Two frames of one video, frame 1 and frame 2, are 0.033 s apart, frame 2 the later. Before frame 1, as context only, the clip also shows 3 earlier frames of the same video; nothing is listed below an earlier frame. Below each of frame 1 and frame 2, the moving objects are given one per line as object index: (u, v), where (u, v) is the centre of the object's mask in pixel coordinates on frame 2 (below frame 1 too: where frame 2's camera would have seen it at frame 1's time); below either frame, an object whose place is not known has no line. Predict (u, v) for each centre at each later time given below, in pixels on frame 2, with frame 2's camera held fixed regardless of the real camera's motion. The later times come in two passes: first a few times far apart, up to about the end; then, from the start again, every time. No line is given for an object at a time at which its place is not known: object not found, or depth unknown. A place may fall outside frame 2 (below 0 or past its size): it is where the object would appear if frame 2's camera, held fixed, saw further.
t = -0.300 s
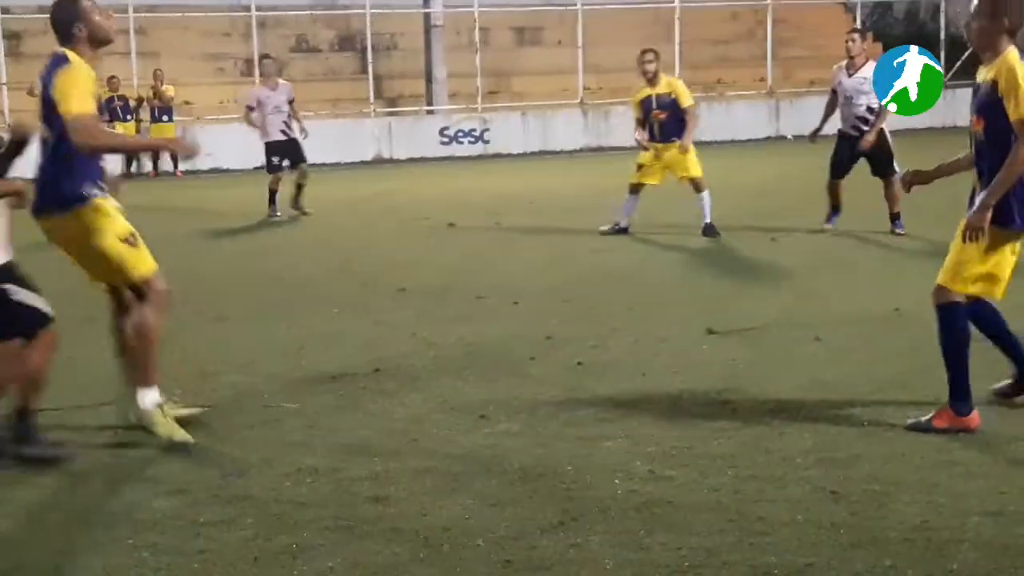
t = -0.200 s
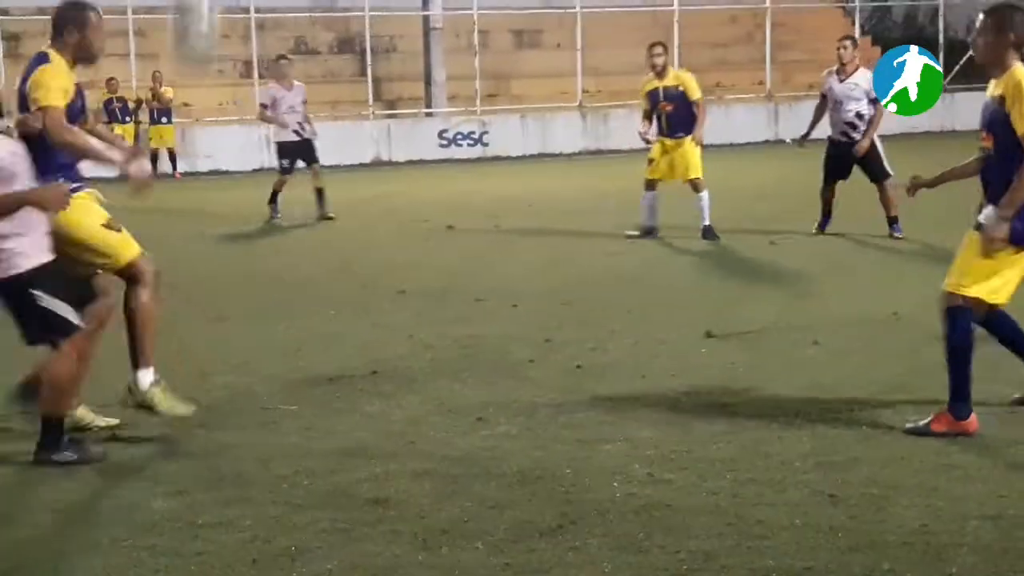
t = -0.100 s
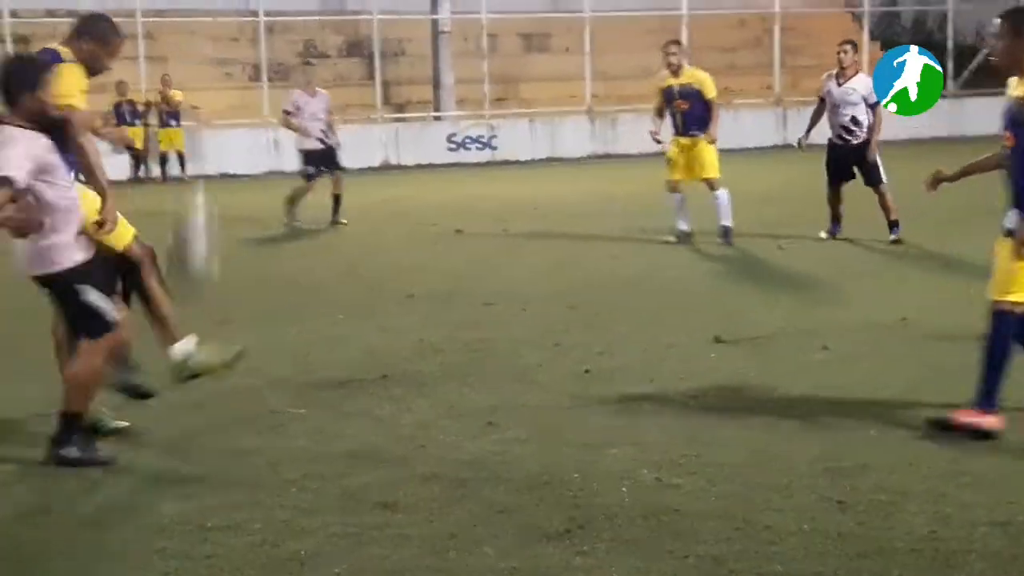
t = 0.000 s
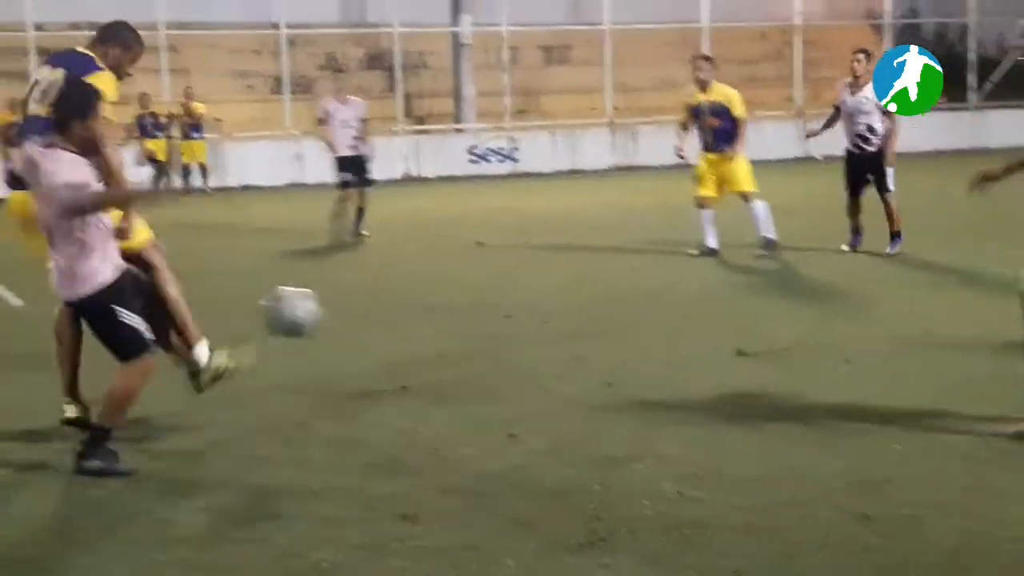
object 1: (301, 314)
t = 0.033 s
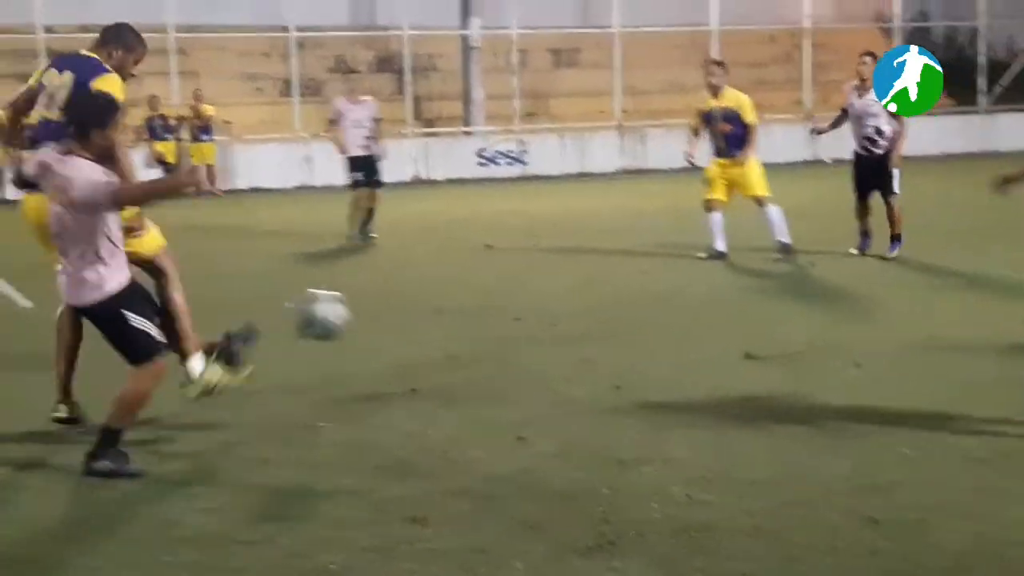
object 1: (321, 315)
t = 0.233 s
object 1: (446, 364)
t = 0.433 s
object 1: (566, 334)
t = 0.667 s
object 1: (694, 349)
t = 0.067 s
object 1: (343, 316)
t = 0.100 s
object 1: (368, 321)
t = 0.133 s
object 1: (387, 328)
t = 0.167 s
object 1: (408, 339)
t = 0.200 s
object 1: (427, 351)
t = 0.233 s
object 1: (446, 364)
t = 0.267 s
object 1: (466, 378)
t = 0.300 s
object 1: (487, 376)
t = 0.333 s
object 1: (506, 364)
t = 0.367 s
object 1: (525, 353)
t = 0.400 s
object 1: (545, 342)
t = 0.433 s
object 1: (566, 334)
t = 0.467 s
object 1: (584, 330)
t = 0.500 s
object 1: (603, 329)
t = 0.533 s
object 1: (621, 330)
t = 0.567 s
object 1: (638, 332)
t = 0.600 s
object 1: (657, 335)
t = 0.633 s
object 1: (675, 340)
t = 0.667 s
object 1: (694, 349)
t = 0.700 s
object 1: (711, 344)
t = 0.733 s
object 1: (727, 335)
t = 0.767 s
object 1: (744, 328)
